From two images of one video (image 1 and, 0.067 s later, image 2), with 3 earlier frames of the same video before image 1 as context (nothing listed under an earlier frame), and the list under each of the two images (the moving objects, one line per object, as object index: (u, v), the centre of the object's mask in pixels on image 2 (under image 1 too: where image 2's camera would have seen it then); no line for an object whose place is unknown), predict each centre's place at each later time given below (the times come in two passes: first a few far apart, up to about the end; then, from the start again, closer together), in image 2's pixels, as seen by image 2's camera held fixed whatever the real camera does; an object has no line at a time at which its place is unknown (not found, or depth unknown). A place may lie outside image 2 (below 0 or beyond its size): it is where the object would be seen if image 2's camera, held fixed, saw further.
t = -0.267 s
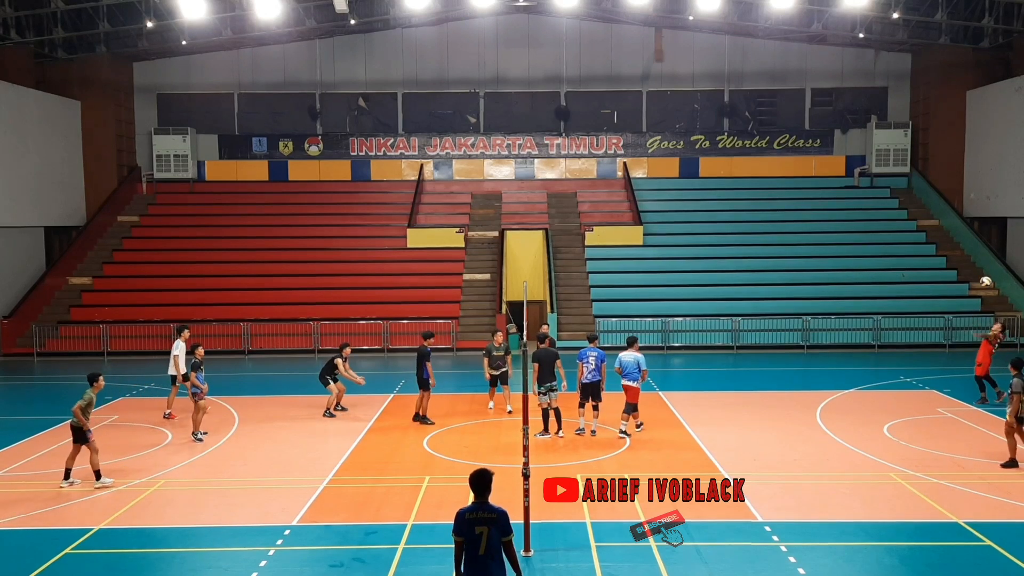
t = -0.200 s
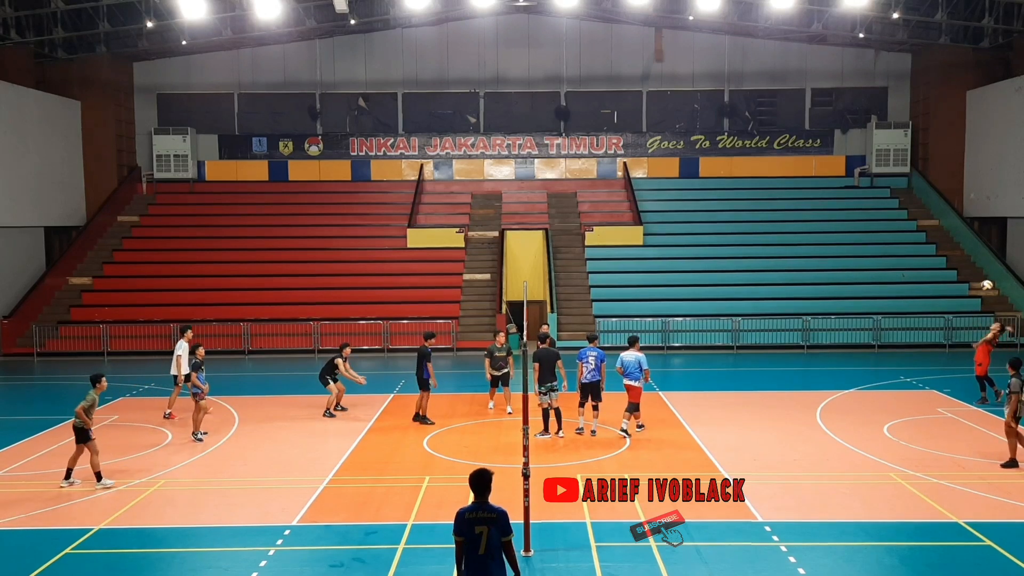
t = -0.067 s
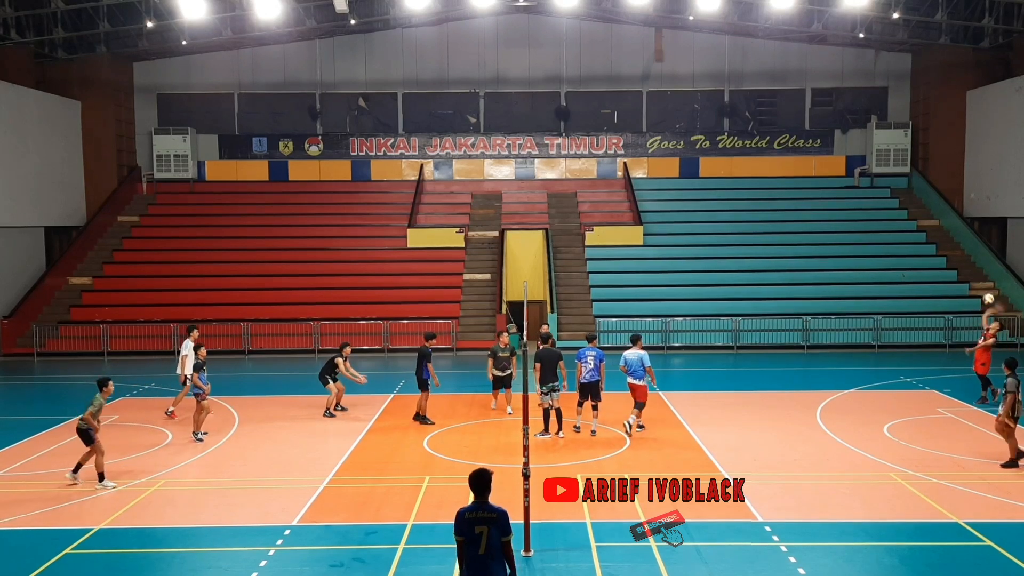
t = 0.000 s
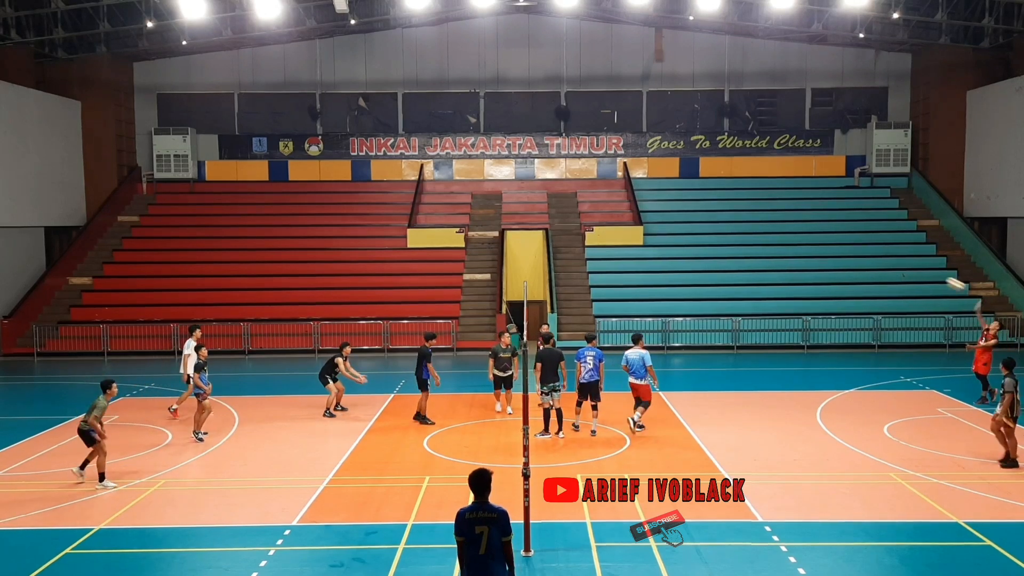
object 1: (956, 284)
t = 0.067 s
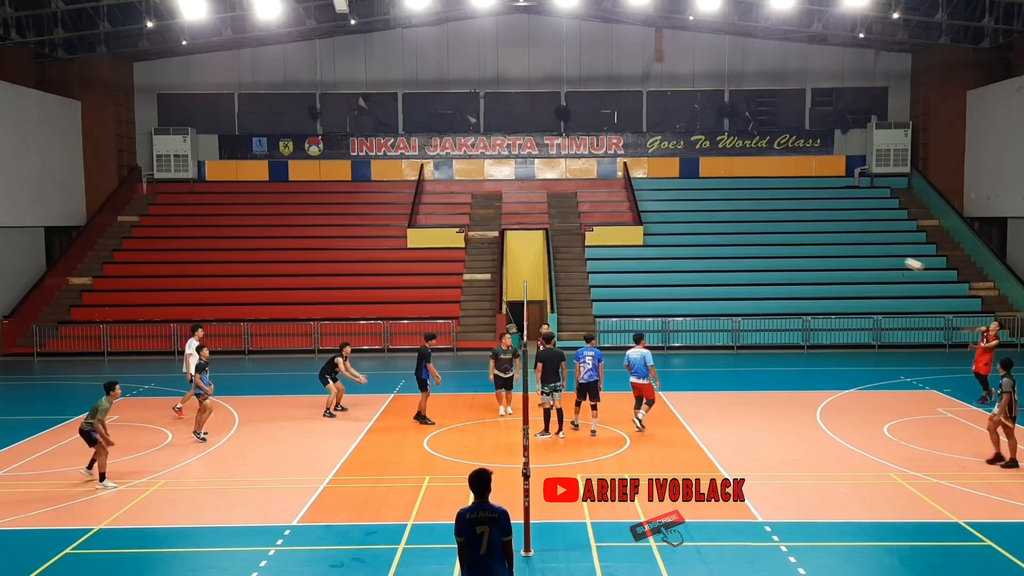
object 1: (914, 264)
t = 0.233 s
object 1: (814, 227)
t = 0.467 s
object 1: (681, 198)
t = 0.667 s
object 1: (573, 196)
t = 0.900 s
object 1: (457, 217)
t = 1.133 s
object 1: (349, 261)
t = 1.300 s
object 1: (278, 305)
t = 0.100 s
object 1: (894, 256)
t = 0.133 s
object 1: (874, 248)
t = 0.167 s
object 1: (854, 240)
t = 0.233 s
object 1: (814, 227)
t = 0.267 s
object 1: (794, 222)
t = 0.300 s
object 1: (775, 216)
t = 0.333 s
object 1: (756, 212)
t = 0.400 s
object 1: (718, 204)
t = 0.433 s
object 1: (699, 201)
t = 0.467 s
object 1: (681, 198)
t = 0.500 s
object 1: (662, 196)
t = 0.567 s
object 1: (625, 193)
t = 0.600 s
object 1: (607, 193)
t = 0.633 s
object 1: (589, 193)
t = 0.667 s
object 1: (573, 196)
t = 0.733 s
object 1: (539, 199)
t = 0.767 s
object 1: (523, 201)
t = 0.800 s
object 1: (505, 204)
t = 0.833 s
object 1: (489, 208)
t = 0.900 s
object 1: (457, 217)
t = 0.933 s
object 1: (441, 222)
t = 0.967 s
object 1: (425, 227)
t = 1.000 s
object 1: (409, 233)
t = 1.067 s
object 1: (380, 247)
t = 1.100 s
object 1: (364, 254)
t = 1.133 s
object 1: (349, 261)
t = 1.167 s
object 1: (334, 269)
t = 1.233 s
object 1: (306, 286)
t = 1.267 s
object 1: (292, 295)
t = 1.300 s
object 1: (278, 305)
